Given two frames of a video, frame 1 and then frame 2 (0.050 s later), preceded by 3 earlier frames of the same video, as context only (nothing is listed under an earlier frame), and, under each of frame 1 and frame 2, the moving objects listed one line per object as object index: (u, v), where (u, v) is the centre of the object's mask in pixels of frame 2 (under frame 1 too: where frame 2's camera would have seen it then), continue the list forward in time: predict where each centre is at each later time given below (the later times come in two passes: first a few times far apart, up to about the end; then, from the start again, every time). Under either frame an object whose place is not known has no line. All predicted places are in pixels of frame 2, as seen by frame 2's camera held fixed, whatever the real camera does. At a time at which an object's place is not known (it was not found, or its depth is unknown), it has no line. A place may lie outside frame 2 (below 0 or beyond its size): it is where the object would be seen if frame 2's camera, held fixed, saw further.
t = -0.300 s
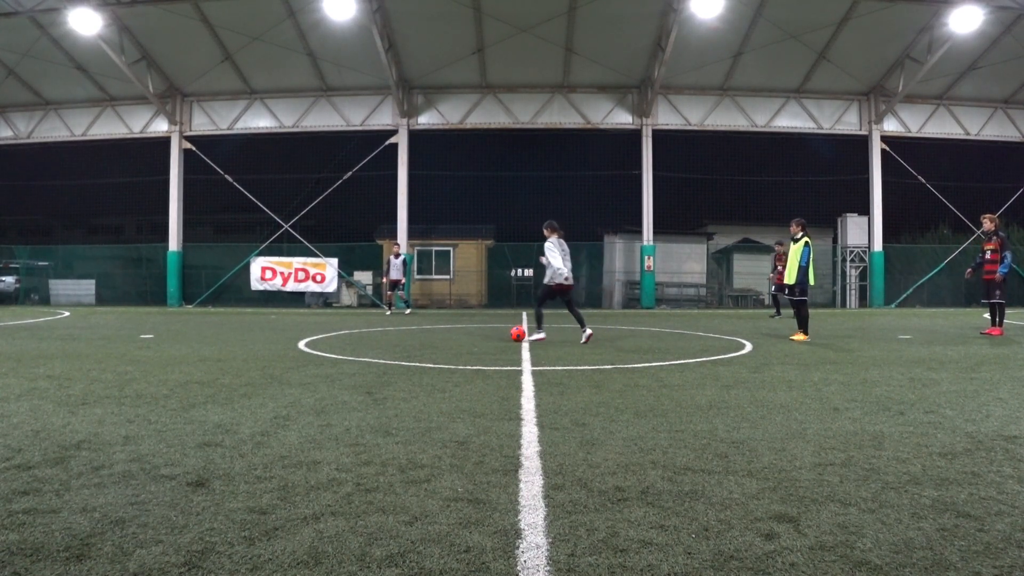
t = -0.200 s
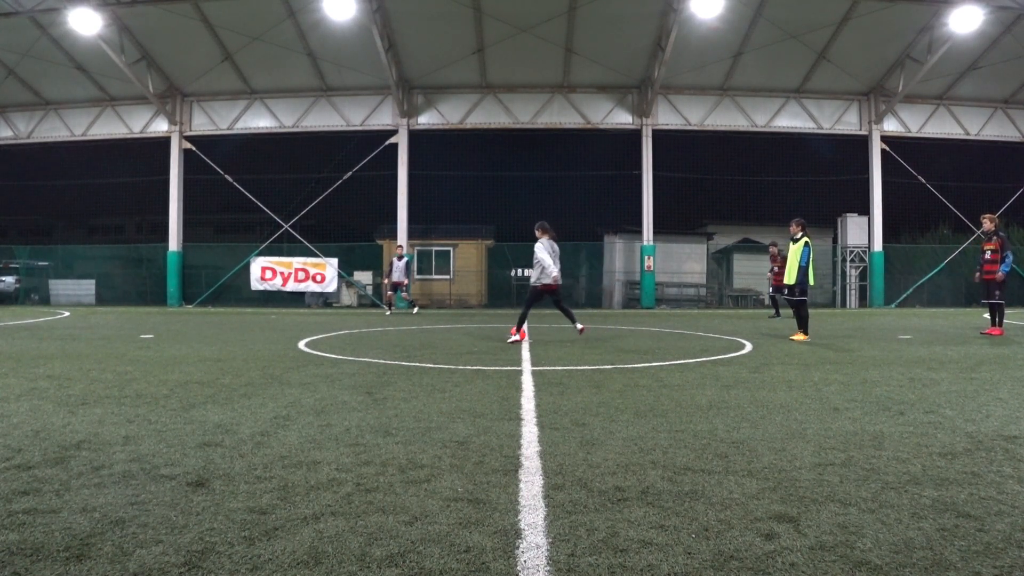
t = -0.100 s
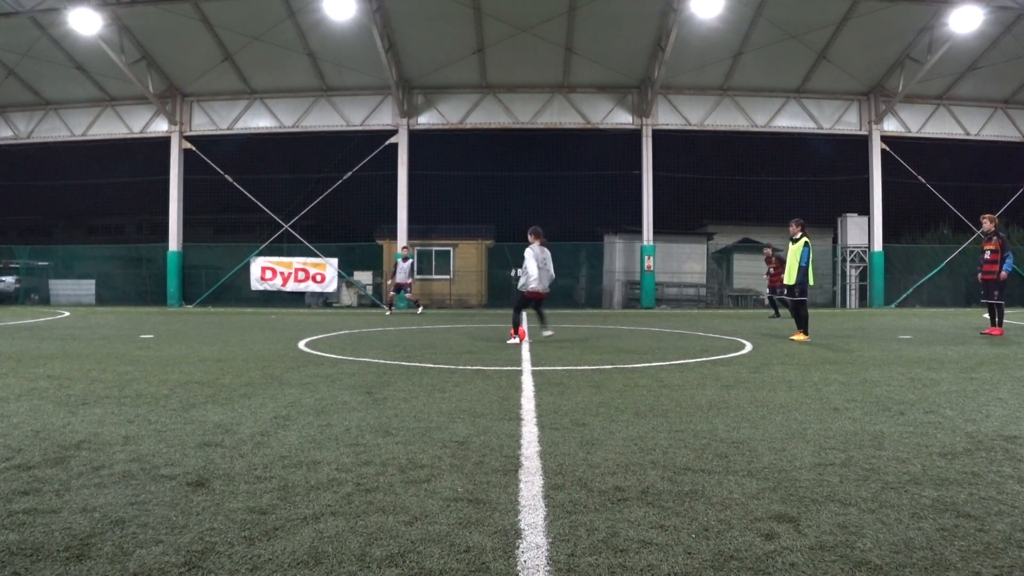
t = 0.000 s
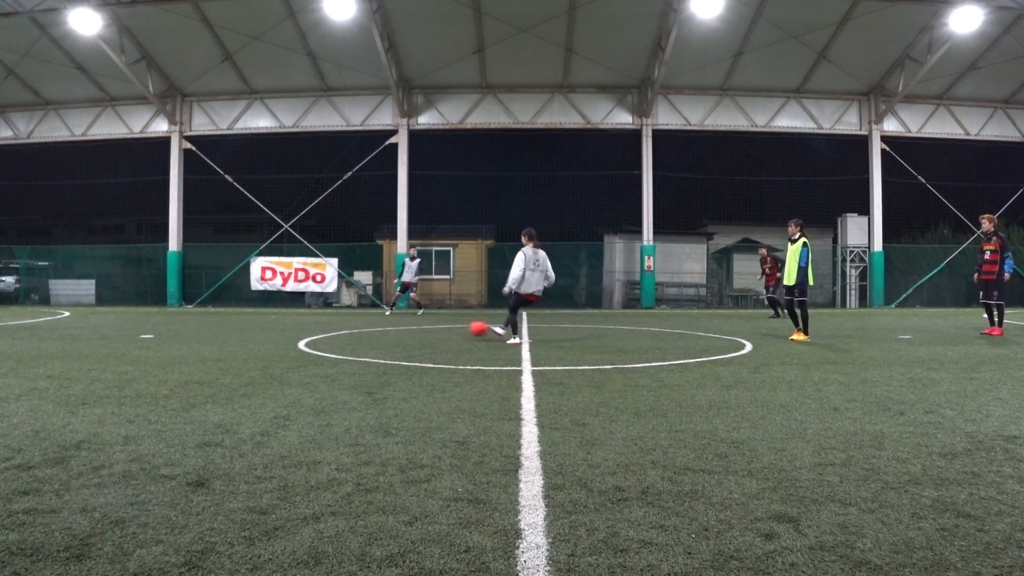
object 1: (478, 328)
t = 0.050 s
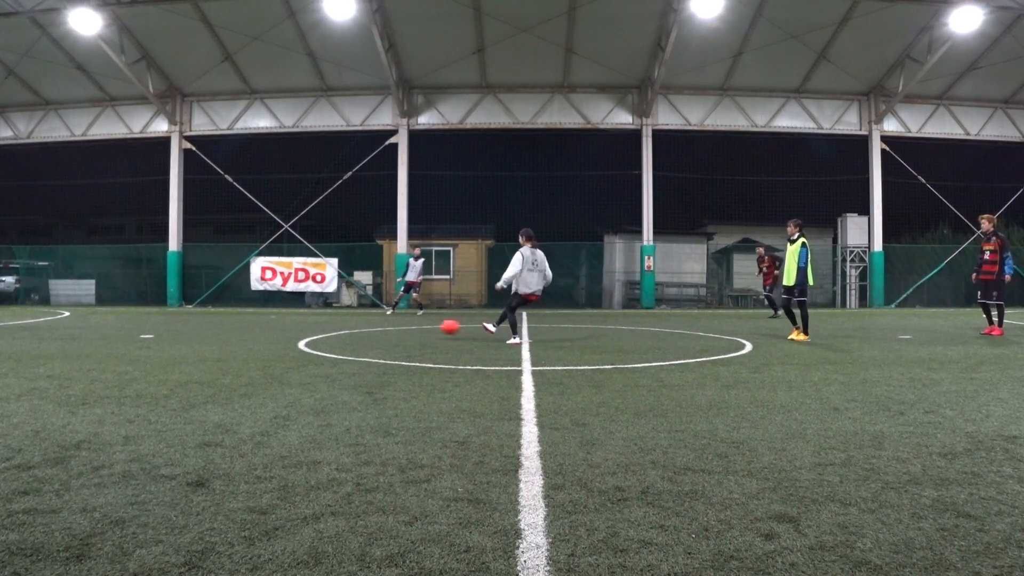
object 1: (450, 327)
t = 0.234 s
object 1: (354, 328)
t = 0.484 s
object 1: (262, 326)
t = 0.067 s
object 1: (441, 327)
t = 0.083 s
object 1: (430, 327)
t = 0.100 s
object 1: (421, 327)
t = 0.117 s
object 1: (412, 327)
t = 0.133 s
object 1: (403, 328)
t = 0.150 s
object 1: (393, 328)
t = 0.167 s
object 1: (385, 329)
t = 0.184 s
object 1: (376, 330)
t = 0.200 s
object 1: (368, 329)
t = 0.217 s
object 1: (361, 328)
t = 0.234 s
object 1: (354, 328)
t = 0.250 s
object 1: (347, 327)
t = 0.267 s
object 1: (340, 326)
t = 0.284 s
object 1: (333, 326)
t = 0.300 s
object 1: (326, 326)
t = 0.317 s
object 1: (319, 327)
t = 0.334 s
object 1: (312, 327)
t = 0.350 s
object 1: (306, 328)
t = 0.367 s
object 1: (299, 328)
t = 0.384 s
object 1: (294, 328)
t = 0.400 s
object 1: (288, 327)
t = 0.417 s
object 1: (283, 326)
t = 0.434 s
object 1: (278, 326)
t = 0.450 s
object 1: (272, 326)
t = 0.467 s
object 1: (267, 326)
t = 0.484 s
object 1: (262, 326)
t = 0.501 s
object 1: (257, 326)
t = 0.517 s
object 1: (252, 327)
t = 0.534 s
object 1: (247, 327)
